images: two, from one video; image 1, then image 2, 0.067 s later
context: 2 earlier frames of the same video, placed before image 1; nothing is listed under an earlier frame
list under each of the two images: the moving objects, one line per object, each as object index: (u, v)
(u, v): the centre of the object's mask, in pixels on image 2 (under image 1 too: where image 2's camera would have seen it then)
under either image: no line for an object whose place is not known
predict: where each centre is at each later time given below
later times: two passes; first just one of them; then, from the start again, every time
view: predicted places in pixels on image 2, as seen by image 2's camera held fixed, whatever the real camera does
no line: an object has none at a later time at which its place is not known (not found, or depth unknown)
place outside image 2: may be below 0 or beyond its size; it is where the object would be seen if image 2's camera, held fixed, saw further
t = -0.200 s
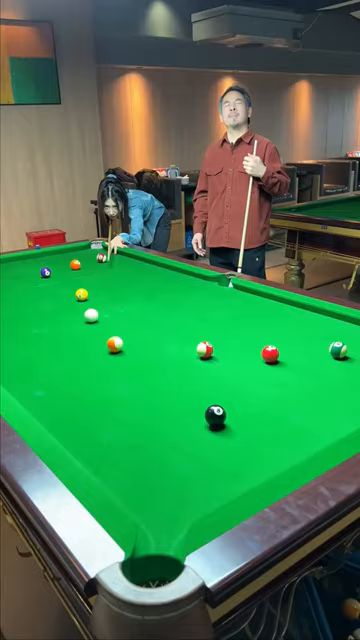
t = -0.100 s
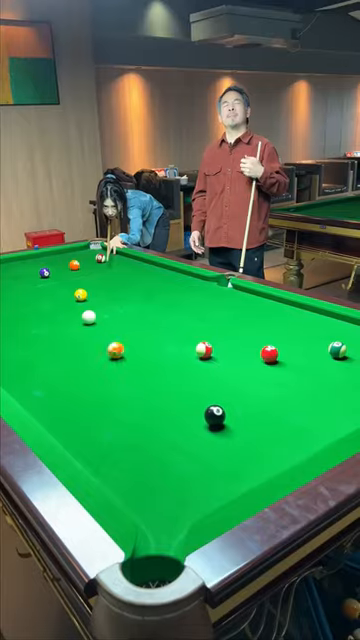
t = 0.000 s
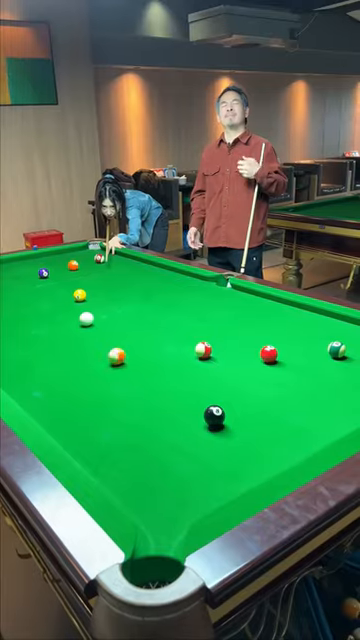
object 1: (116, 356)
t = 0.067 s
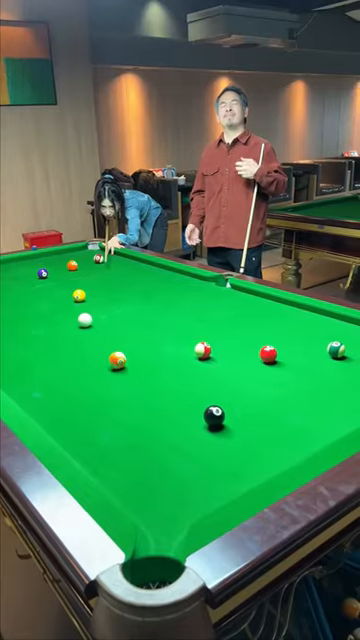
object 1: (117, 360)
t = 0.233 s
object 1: (119, 371)
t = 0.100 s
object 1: (118, 362)
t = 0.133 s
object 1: (118, 364)
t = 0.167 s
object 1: (119, 366)
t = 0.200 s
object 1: (119, 368)
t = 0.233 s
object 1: (119, 371)
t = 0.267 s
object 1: (120, 372)
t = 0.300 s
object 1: (121, 375)
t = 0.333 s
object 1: (121, 377)
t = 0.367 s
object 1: (122, 379)
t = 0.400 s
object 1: (122, 382)
